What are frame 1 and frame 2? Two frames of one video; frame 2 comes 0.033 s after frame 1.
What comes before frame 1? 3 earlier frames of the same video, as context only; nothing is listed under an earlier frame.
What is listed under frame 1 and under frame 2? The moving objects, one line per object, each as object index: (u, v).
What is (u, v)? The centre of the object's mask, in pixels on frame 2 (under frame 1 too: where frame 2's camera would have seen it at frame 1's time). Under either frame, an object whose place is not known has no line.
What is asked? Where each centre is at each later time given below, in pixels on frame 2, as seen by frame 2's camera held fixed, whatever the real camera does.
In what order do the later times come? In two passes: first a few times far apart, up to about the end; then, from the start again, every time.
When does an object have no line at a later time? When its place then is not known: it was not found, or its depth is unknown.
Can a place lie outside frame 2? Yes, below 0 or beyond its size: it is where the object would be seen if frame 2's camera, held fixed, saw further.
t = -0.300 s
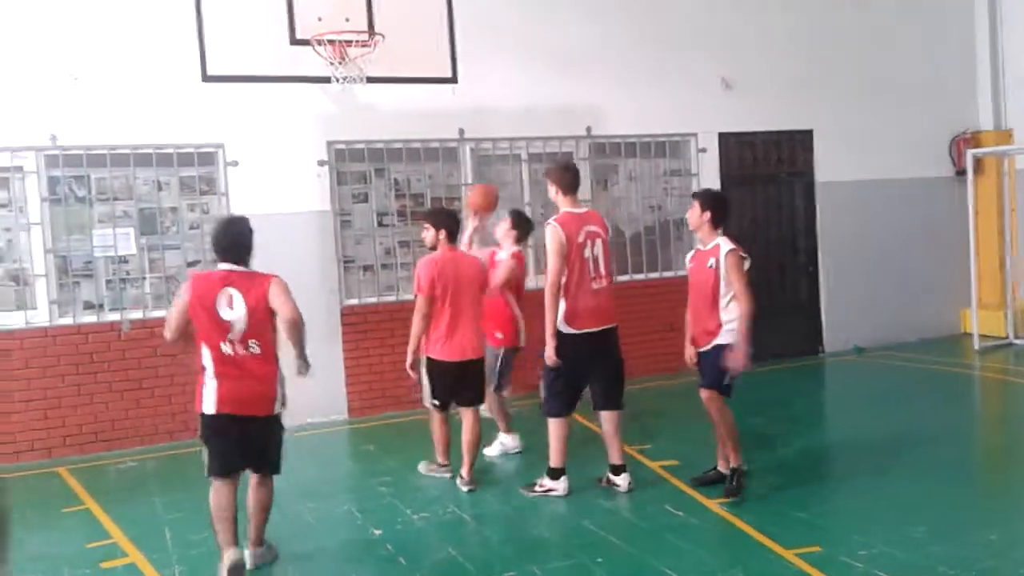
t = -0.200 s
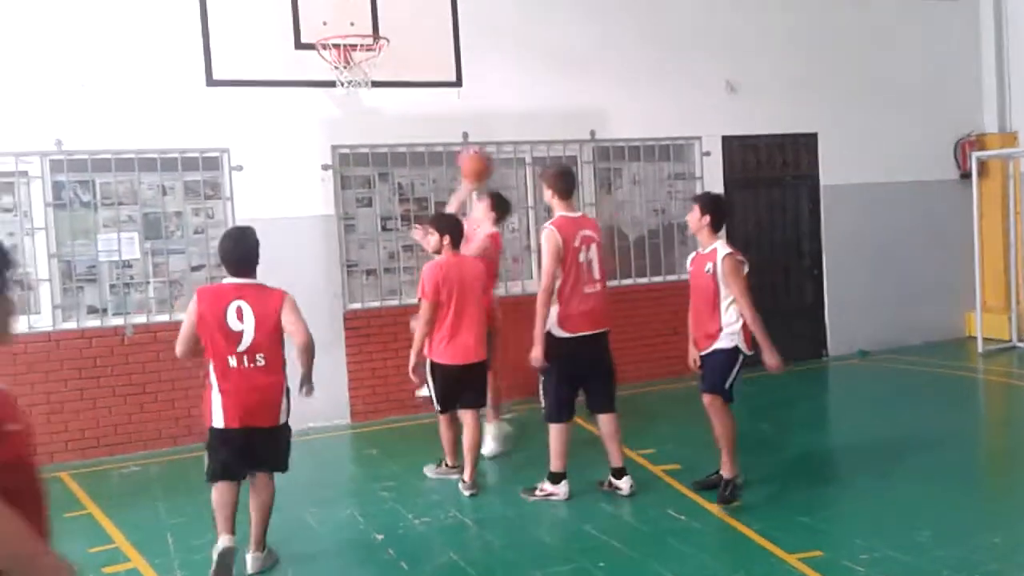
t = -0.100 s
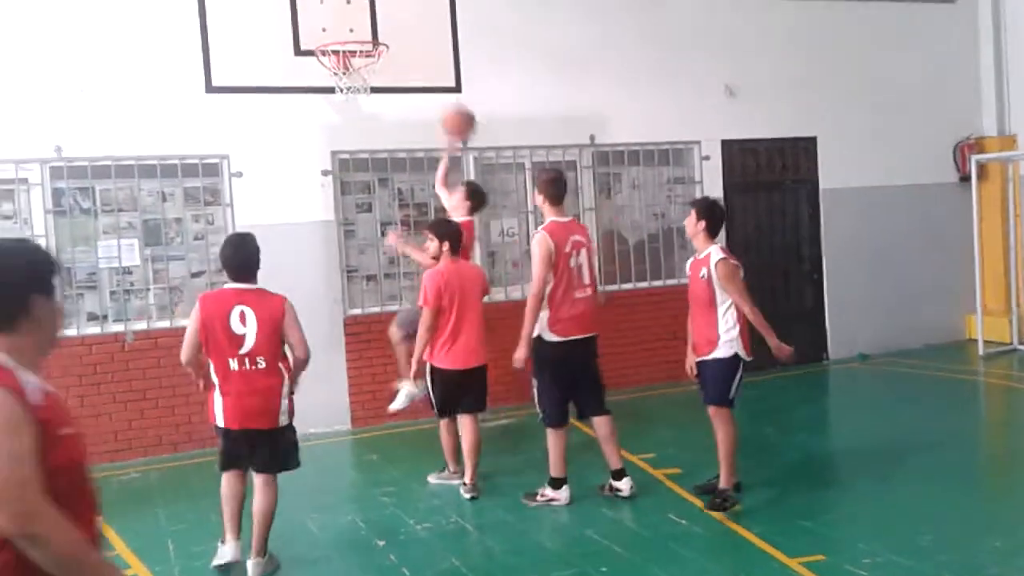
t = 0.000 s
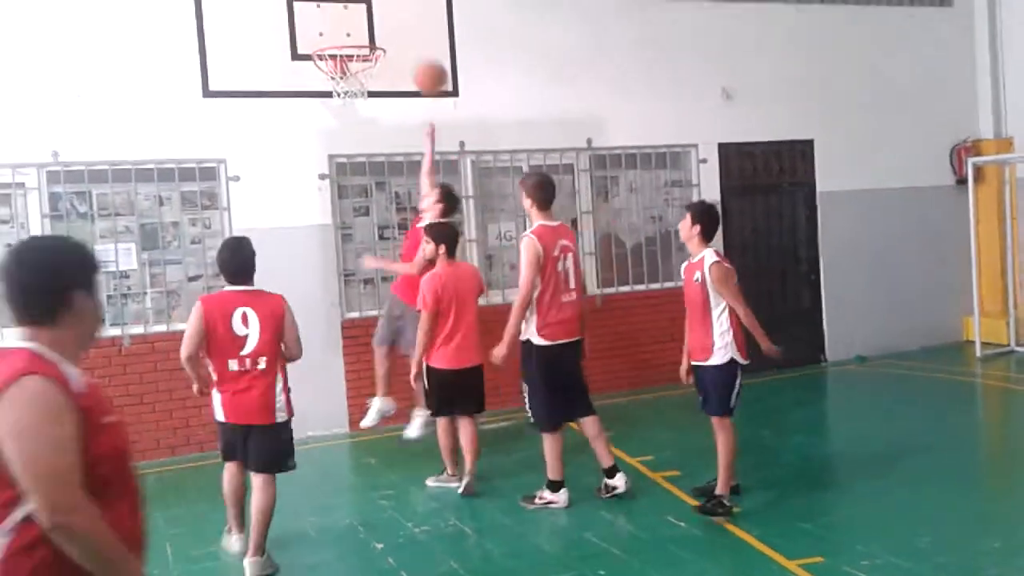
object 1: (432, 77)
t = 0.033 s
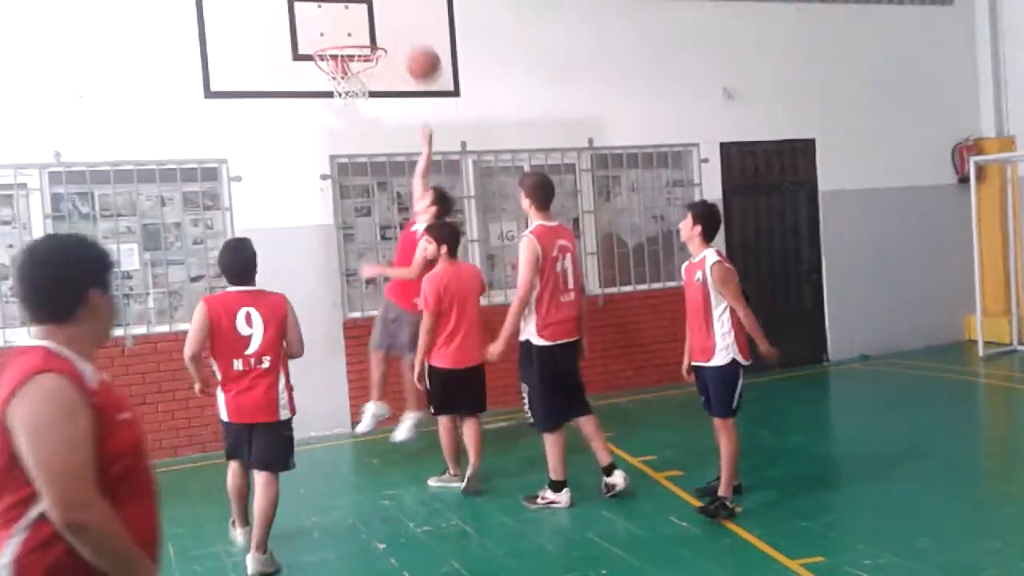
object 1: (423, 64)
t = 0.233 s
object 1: (376, 18)
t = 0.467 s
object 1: (350, 31)
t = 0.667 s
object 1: (337, 110)
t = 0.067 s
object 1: (417, 52)
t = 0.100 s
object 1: (408, 42)
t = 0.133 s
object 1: (399, 33)
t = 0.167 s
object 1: (392, 26)
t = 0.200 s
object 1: (384, 21)
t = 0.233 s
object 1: (376, 18)
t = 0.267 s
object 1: (369, 18)
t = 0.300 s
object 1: (366, 17)
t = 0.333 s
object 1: (361, 18)
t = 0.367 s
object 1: (358, 18)
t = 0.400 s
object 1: (356, 20)
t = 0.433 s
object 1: (352, 26)
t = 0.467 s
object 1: (350, 31)
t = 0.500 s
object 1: (348, 41)
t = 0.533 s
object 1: (344, 56)
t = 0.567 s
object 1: (342, 64)
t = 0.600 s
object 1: (335, 75)
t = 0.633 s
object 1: (339, 96)
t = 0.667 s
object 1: (337, 110)
